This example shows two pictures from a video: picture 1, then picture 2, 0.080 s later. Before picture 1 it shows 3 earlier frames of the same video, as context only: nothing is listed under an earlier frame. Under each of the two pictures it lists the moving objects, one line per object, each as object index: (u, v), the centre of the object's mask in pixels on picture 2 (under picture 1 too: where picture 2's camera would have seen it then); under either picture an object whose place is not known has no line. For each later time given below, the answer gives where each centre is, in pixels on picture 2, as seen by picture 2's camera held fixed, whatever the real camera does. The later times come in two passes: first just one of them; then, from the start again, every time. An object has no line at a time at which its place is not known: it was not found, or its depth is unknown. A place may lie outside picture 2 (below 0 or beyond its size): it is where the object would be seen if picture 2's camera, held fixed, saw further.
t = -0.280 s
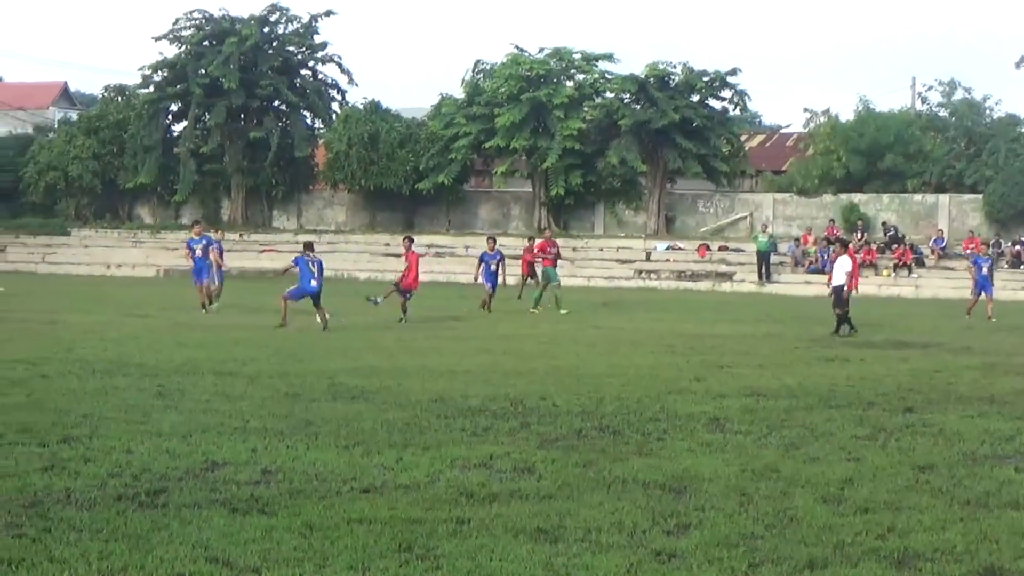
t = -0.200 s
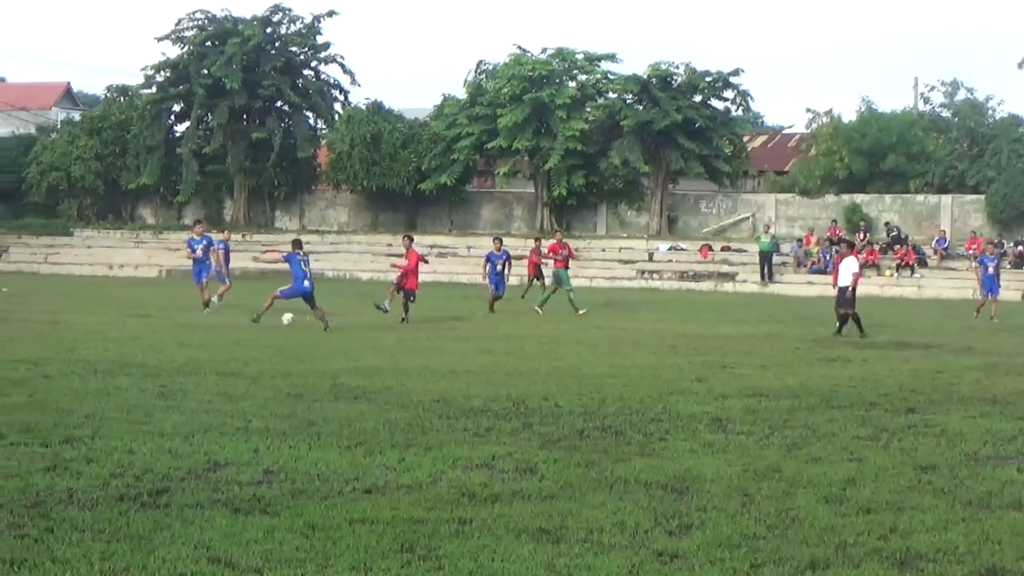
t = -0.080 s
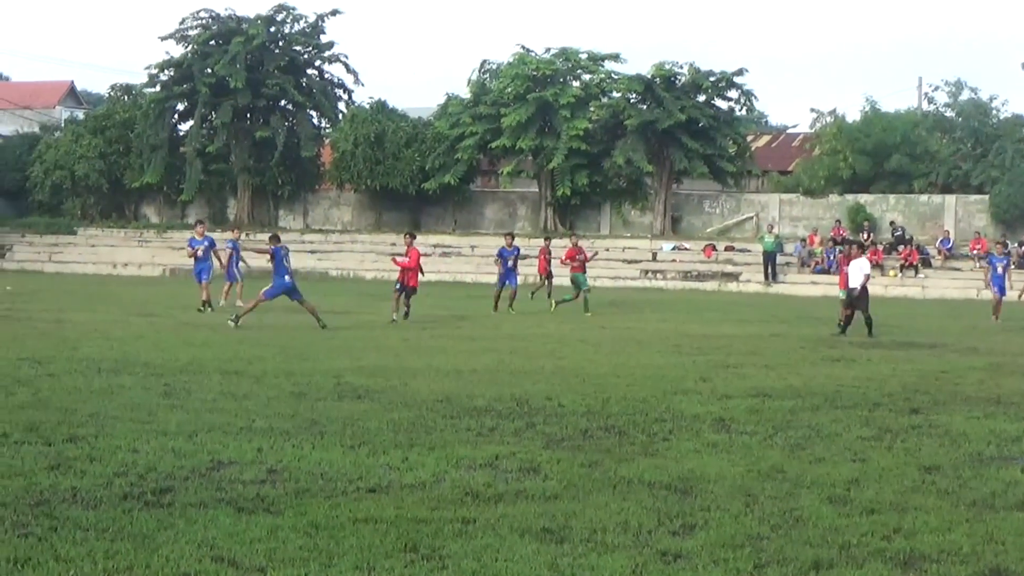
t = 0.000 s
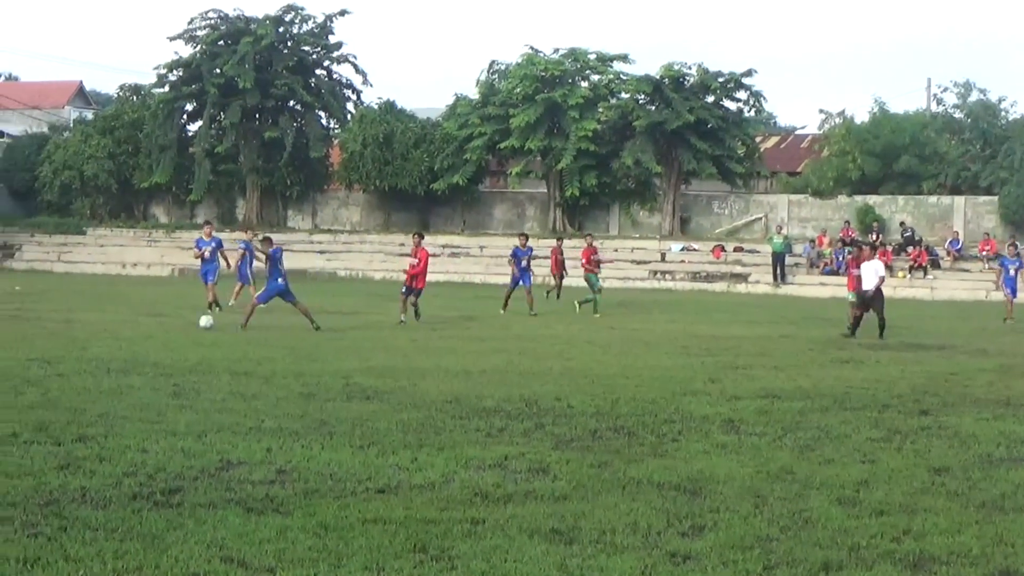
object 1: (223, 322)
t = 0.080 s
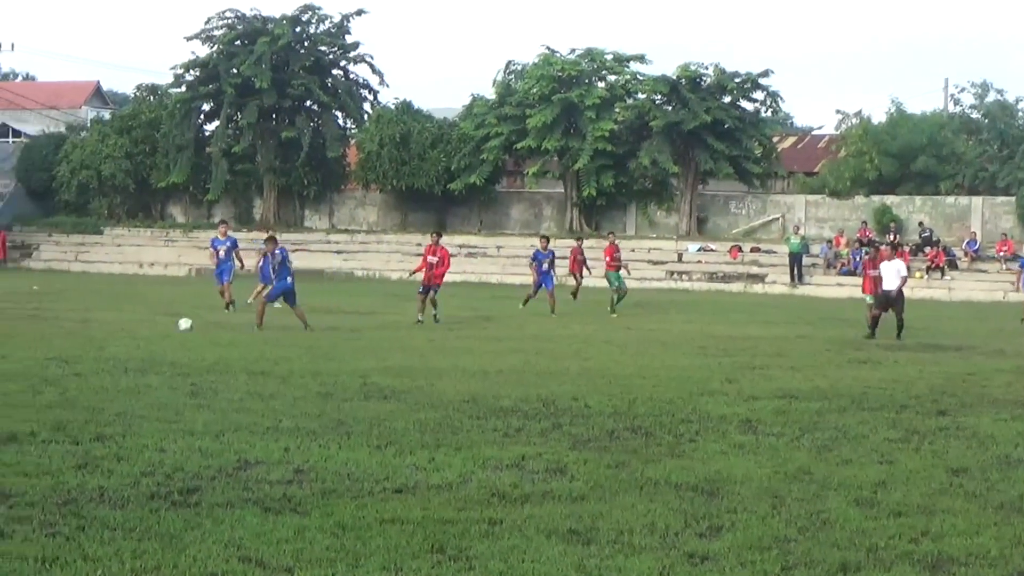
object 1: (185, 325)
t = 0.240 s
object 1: (109, 328)
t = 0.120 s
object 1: (167, 323)
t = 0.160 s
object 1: (148, 324)
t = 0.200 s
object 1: (128, 326)
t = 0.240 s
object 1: (109, 328)
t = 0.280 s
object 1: (90, 328)
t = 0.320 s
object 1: (72, 326)
